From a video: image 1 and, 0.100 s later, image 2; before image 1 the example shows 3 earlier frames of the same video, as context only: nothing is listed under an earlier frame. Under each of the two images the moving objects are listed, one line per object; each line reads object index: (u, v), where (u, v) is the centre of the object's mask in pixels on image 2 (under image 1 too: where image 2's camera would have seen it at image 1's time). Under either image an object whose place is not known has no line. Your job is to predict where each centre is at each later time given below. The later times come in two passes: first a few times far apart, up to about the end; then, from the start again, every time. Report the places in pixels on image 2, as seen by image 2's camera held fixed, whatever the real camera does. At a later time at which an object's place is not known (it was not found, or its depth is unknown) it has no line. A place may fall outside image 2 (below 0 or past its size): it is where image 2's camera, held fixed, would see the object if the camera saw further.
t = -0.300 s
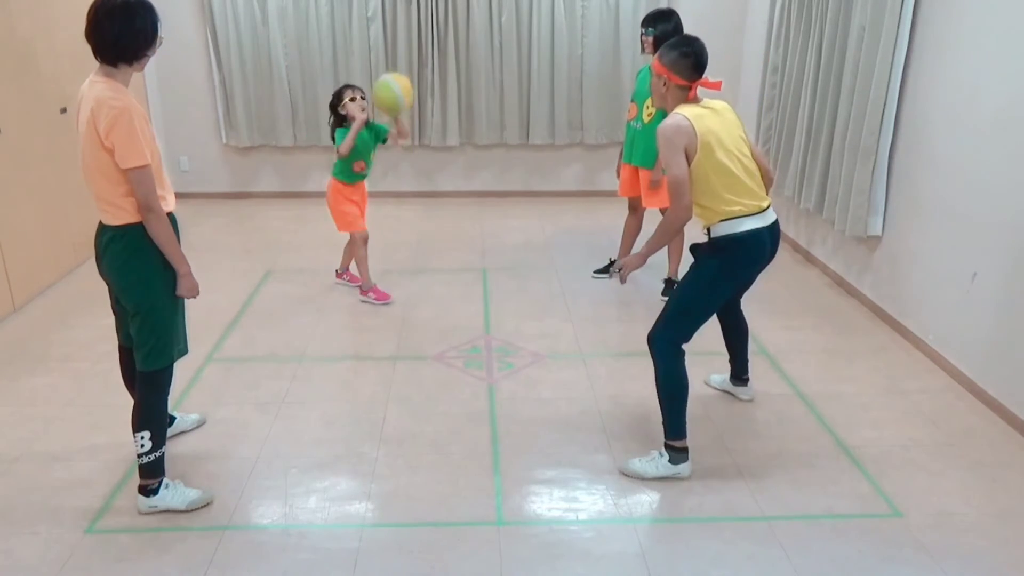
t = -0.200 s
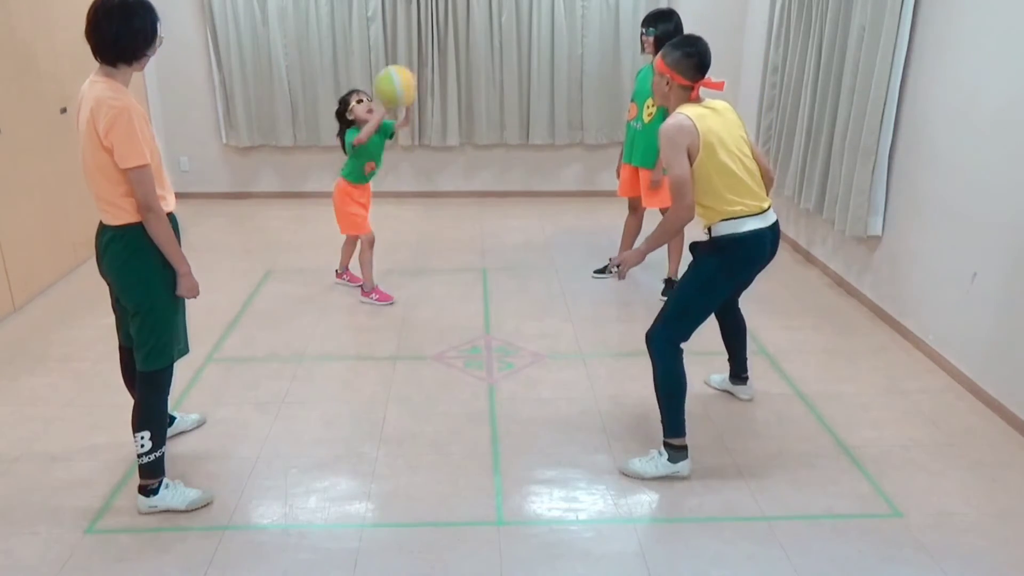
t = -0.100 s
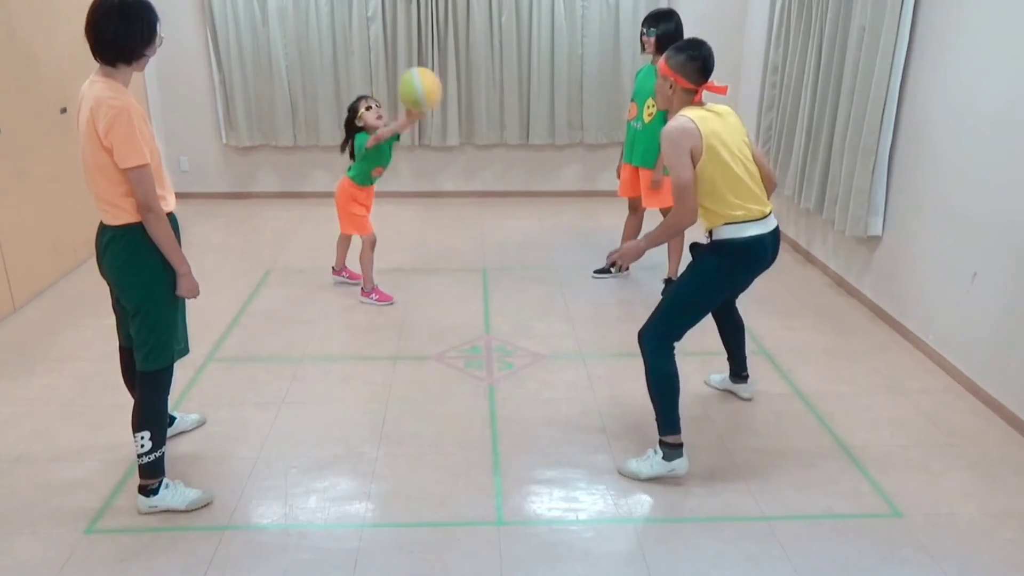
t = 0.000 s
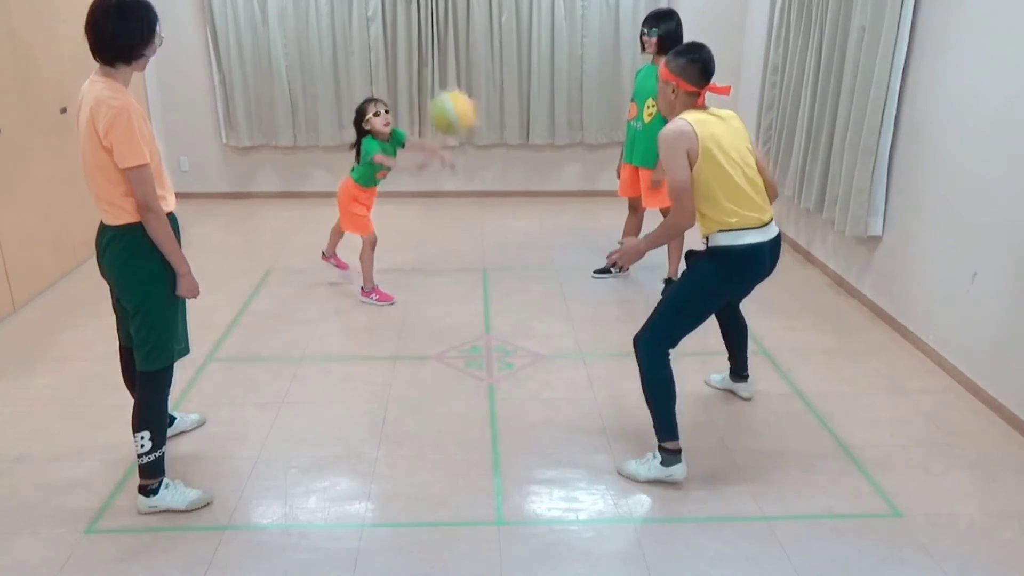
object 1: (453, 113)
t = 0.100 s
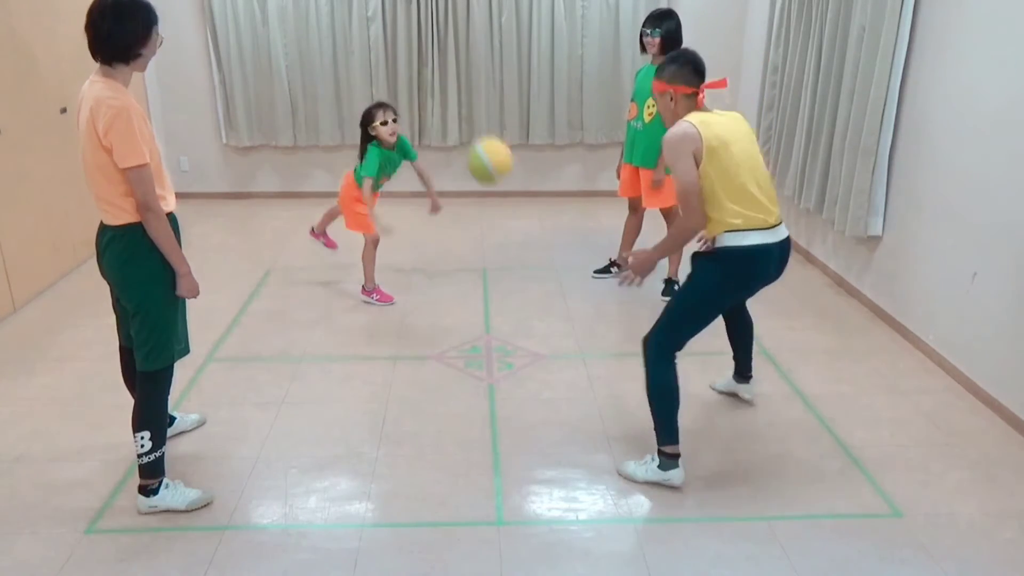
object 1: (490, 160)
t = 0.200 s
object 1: (529, 233)
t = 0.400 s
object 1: (596, 347)
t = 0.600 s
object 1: (646, 244)
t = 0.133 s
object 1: (502, 181)
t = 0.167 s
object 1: (516, 207)
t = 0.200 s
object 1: (529, 233)
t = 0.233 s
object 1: (541, 263)
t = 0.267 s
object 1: (554, 295)
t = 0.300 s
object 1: (567, 331)
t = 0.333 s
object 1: (578, 366)
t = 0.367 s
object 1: (588, 371)
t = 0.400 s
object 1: (596, 347)
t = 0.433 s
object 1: (604, 326)
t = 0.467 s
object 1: (612, 307)
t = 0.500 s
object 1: (620, 289)
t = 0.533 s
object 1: (629, 272)
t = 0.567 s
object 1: (637, 258)
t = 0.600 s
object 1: (646, 244)
